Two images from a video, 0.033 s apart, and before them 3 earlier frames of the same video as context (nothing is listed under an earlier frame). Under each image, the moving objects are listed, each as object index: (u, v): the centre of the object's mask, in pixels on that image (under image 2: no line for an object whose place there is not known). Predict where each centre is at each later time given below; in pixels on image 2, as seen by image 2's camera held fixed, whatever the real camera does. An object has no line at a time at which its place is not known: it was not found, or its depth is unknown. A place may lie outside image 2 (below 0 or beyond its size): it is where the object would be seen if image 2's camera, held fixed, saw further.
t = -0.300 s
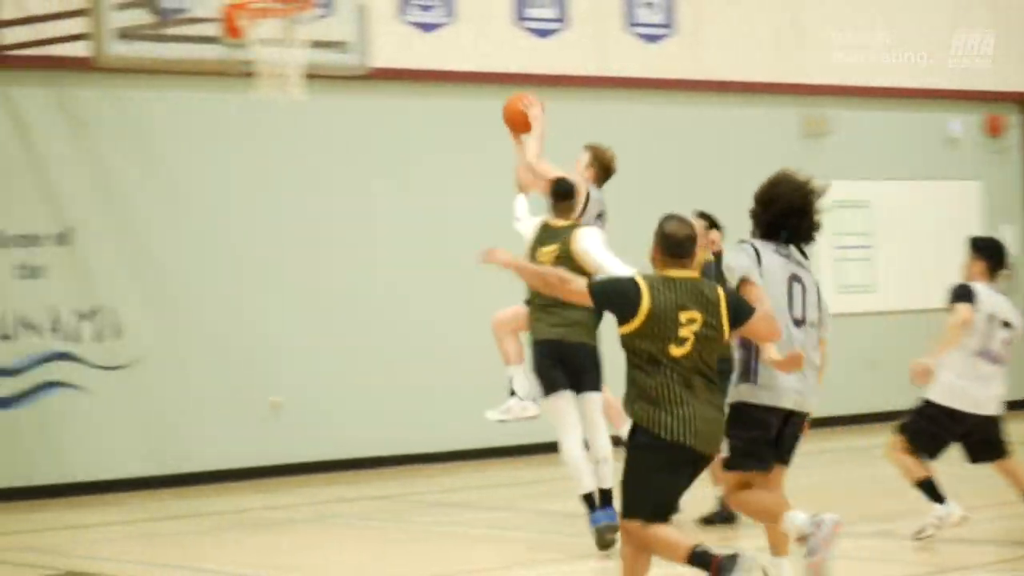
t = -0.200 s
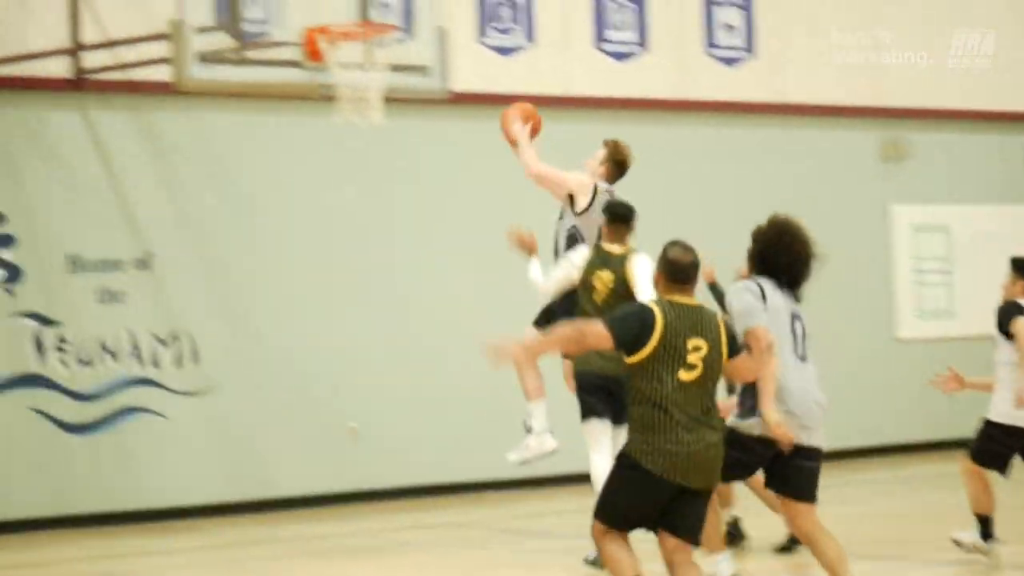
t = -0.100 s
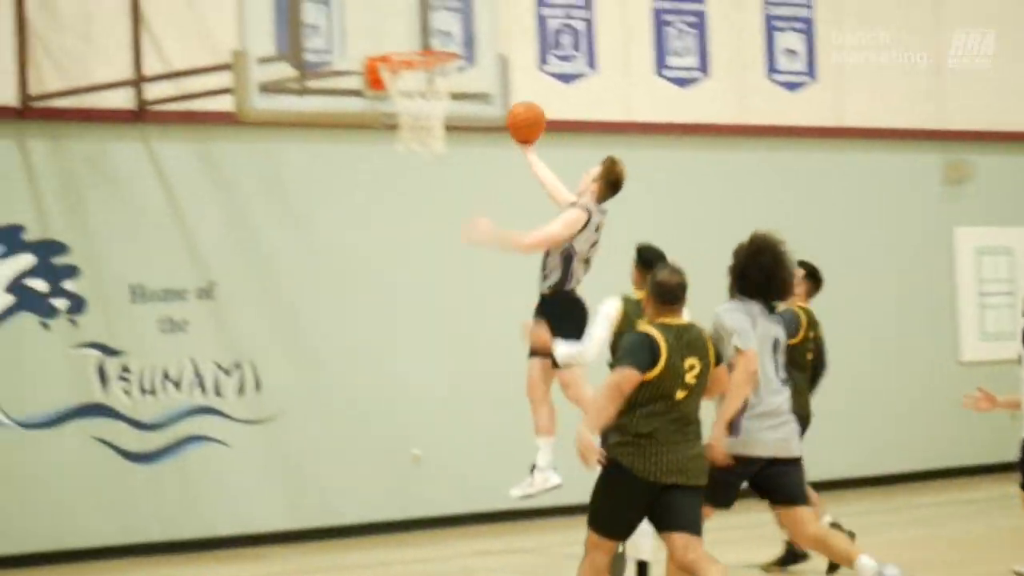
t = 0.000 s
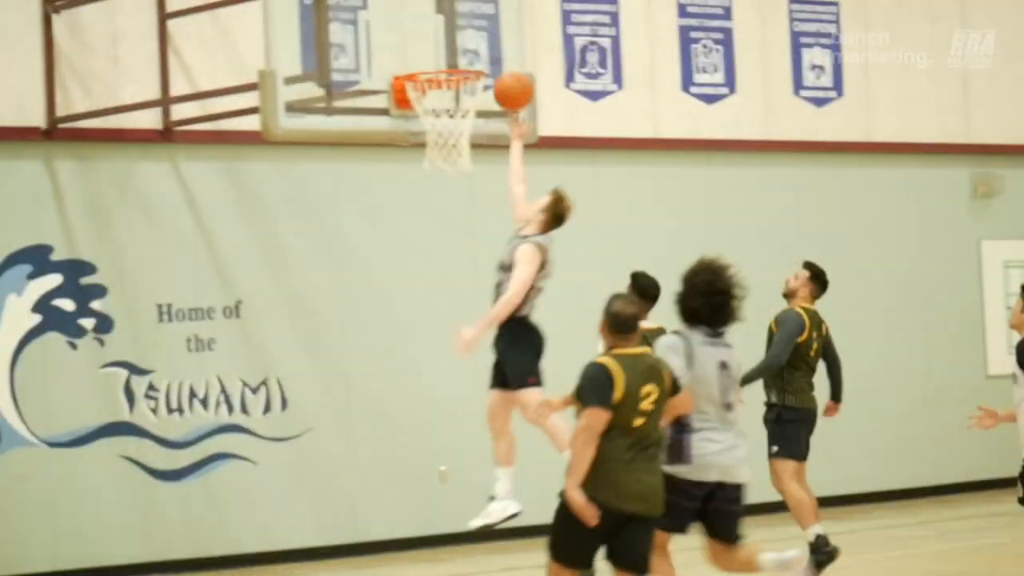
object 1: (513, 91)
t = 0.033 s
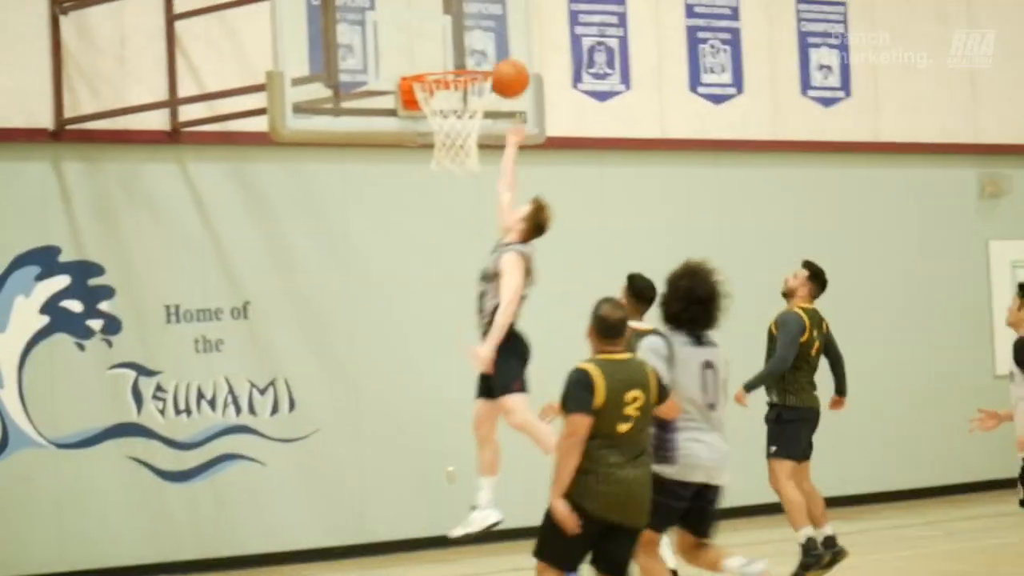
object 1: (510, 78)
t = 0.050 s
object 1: (505, 72)
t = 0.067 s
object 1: (499, 67)
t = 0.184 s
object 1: (459, 42)
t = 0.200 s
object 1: (454, 39)
